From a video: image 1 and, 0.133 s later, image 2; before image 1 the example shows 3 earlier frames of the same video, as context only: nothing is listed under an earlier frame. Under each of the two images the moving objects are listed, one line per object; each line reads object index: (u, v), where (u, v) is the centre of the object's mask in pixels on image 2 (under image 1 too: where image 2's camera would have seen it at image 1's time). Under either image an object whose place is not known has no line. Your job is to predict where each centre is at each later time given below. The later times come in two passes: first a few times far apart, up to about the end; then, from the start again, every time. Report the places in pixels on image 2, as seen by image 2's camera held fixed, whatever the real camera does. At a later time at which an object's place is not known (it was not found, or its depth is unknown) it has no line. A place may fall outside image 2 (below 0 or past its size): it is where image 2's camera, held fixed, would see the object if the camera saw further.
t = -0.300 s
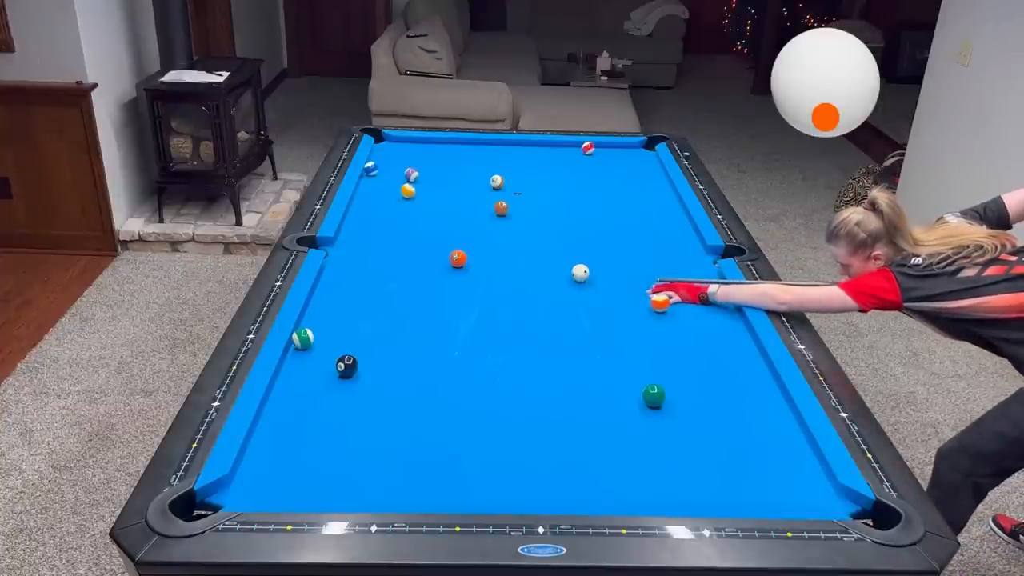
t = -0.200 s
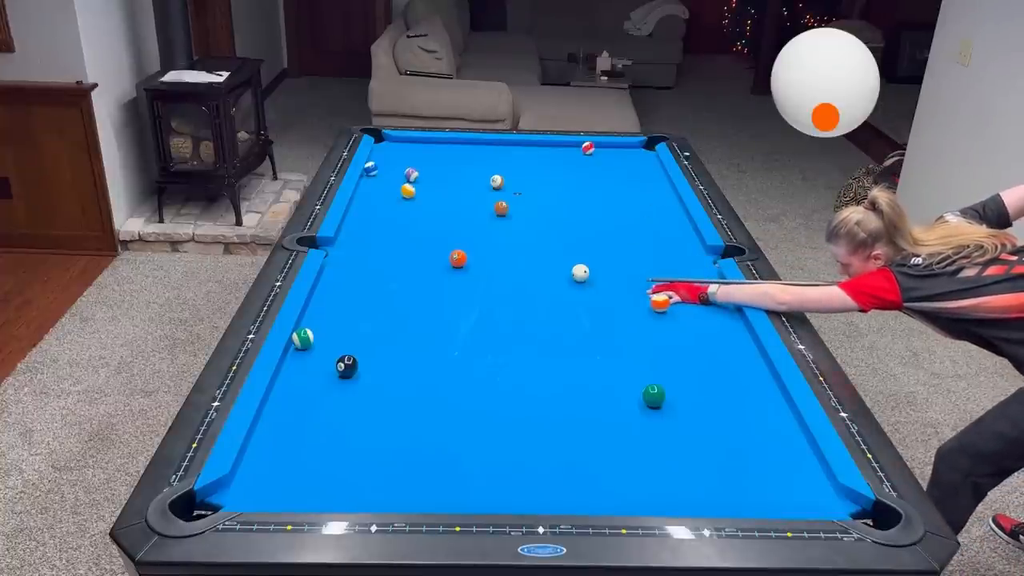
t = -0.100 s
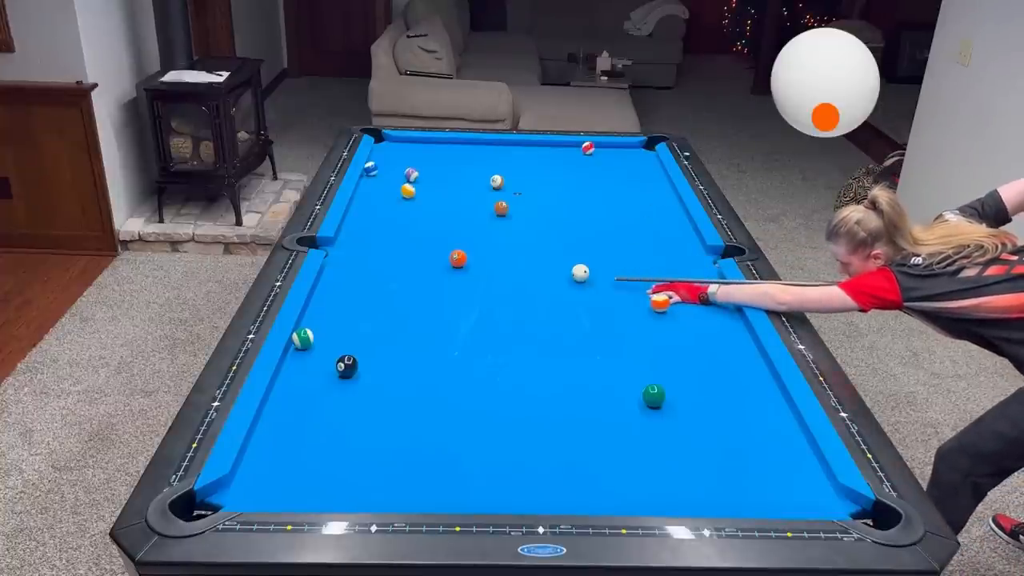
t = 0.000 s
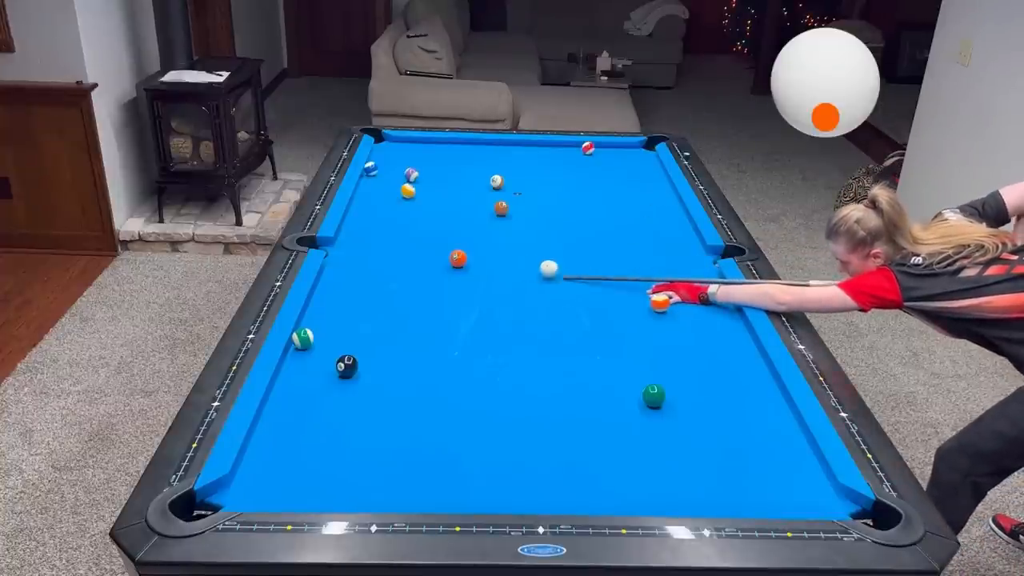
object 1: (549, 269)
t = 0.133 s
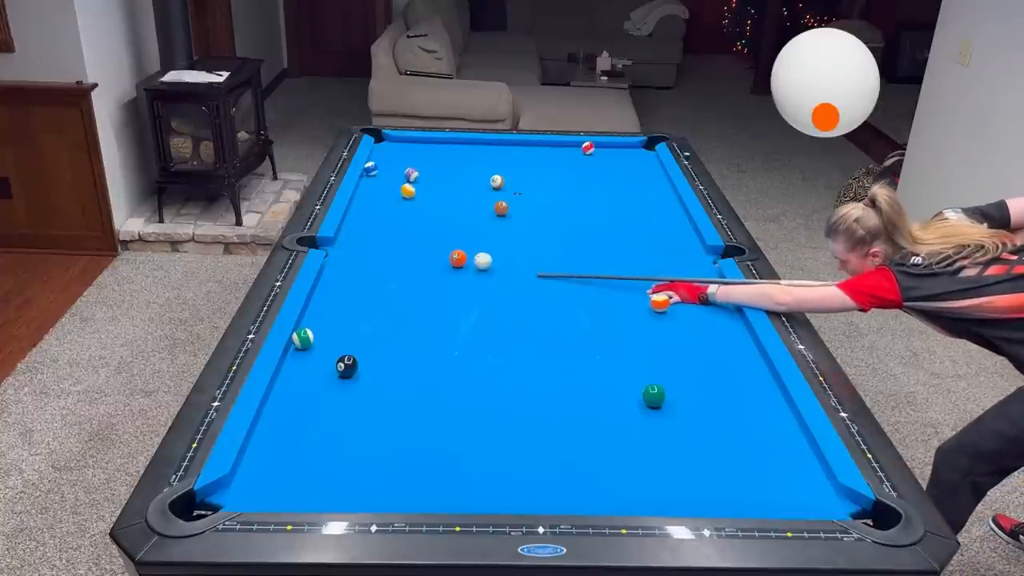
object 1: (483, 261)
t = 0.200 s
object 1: (476, 260)
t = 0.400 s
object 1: (484, 260)
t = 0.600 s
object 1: (493, 260)
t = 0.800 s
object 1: (500, 260)
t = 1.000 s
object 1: (507, 261)
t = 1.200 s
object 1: (513, 261)
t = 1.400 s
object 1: (518, 261)
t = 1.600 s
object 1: (522, 261)
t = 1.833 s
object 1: (525, 261)
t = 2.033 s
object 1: (527, 261)
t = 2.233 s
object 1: (529, 261)
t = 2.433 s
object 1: (529, 261)
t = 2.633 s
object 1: (528, 261)
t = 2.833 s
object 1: (528, 261)
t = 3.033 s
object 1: (528, 261)
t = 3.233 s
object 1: (528, 261)
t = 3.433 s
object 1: (528, 261)
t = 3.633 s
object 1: (528, 261)
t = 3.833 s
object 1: (528, 261)
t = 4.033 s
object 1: (528, 261)
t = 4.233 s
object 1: (528, 261)
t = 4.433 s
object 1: (528, 261)
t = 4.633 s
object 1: (529, 261)
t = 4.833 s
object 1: (528, 261)
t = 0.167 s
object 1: (475, 260)
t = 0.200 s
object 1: (476, 260)
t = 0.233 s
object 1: (476, 260)
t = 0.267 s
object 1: (478, 260)
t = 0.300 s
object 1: (480, 260)
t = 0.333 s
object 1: (481, 260)
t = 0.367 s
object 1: (483, 260)
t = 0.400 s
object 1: (484, 260)
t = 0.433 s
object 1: (486, 260)
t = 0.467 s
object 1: (487, 260)
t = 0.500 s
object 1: (489, 260)
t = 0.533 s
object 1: (490, 260)
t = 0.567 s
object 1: (491, 260)
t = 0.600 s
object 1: (493, 260)
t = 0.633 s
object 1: (494, 260)
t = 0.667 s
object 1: (495, 260)
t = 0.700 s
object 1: (497, 260)
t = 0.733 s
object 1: (498, 260)
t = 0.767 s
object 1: (499, 260)
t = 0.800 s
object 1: (500, 260)
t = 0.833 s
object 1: (501, 260)
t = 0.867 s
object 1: (503, 260)
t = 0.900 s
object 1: (504, 260)
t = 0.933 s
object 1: (505, 261)
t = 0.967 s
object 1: (506, 261)
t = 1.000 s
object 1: (507, 261)
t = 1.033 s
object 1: (508, 261)
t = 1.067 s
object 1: (509, 261)
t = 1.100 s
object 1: (510, 261)
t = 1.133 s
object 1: (511, 261)
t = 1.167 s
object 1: (512, 261)
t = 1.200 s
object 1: (513, 261)
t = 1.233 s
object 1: (514, 261)
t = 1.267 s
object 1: (515, 261)
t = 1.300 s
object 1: (516, 261)
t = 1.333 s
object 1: (516, 261)
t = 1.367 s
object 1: (517, 261)
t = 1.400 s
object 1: (518, 261)
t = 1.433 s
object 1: (519, 261)
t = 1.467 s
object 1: (519, 261)
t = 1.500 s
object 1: (520, 261)
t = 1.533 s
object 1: (521, 261)
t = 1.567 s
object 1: (521, 261)
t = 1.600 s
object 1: (522, 261)
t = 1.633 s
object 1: (522, 261)
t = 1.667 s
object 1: (523, 261)
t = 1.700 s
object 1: (523, 261)
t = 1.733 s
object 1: (524, 261)
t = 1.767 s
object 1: (524, 261)
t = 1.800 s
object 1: (525, 261)
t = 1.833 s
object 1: (525, 261)
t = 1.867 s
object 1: (526, 261)
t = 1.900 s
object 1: (526, 261)
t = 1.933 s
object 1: (526, 261)
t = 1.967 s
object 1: (527, 261)
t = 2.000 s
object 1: (527, 261)
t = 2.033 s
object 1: (527, 261)
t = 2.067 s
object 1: (528, 261)
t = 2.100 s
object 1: (528, 261)
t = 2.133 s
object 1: (528, 261)
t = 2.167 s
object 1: (528, 261)
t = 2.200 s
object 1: (528, 261)
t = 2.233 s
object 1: (529, 261)
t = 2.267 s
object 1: (529, 261)
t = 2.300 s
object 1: (529, 261)
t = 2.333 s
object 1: (529, 261)
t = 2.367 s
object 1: (529, 261)
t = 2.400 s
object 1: (529, 261)
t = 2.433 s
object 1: (529, 261)
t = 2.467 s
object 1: (529, 261)
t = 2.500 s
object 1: (529, 261)
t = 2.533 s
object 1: (529, 261)
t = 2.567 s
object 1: (528, 261)
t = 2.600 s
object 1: (528, 261)
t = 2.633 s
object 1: (528, 261)
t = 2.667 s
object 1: (528, 261)
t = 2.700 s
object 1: (528, 261)
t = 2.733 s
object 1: (528, 261)
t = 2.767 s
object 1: (528, 261)
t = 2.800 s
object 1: (528, 261)
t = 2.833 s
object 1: (528, 261)
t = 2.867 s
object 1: (528, 261)
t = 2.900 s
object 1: (528, 261)
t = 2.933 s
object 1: (528, 261)
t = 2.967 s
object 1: (528, 261)
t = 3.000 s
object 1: (528, 261)
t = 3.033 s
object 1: (528, 261)
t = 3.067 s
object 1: (528, 261)
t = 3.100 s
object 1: (528, 261)
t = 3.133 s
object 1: (528, 261)
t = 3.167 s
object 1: (528, 261)
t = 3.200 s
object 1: (528, 261)
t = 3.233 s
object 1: (528, 261)
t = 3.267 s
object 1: (528, 261)
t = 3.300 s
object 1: (528, 261)
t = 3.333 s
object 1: (528, 261)
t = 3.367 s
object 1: (528, 261)
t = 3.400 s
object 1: (528, 261)
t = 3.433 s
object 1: (528, 261)
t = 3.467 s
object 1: (528, 261)
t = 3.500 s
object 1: (528, 261)
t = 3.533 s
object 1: (528, 261)
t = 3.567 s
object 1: (528, 261)
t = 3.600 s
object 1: (528, 261)
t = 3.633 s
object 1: (528, 261)
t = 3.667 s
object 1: (528, 261)
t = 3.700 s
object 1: (528, 261)
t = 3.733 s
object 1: (528, 261)
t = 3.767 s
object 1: (528, 261)
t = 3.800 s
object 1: (528, 261)
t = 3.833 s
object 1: (528, 261)
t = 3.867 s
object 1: (528, 261)
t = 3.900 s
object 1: (528, 261)
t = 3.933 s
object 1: (528, 261)
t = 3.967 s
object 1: (528, 261)
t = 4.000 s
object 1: (528, 261)
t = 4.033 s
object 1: (528, 261)
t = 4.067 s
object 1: (528, 261)
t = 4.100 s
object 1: (528, 261)
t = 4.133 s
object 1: (528, 261)
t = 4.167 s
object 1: (528, 261)
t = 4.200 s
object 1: (528, 261)
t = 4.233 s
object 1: (528, 261)
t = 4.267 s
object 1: (528, 261)
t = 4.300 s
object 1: (528, 261)
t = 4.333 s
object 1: (528, 261)
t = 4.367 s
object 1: (528, 261)
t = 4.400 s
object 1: (528, 261)
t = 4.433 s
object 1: (528, 261)
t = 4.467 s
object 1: (528, 261)
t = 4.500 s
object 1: (528, 261)
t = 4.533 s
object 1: (528, 261)
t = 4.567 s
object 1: (529, 261)
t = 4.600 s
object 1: (528, 261)
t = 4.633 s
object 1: (529, 261)
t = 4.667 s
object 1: (528, 261)
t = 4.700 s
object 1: (528, 261)
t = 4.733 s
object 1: (528, 261)
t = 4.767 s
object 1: (528, 261)
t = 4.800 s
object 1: (528, 261)
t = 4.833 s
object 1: (528, 261)
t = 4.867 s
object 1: (529, 261)
